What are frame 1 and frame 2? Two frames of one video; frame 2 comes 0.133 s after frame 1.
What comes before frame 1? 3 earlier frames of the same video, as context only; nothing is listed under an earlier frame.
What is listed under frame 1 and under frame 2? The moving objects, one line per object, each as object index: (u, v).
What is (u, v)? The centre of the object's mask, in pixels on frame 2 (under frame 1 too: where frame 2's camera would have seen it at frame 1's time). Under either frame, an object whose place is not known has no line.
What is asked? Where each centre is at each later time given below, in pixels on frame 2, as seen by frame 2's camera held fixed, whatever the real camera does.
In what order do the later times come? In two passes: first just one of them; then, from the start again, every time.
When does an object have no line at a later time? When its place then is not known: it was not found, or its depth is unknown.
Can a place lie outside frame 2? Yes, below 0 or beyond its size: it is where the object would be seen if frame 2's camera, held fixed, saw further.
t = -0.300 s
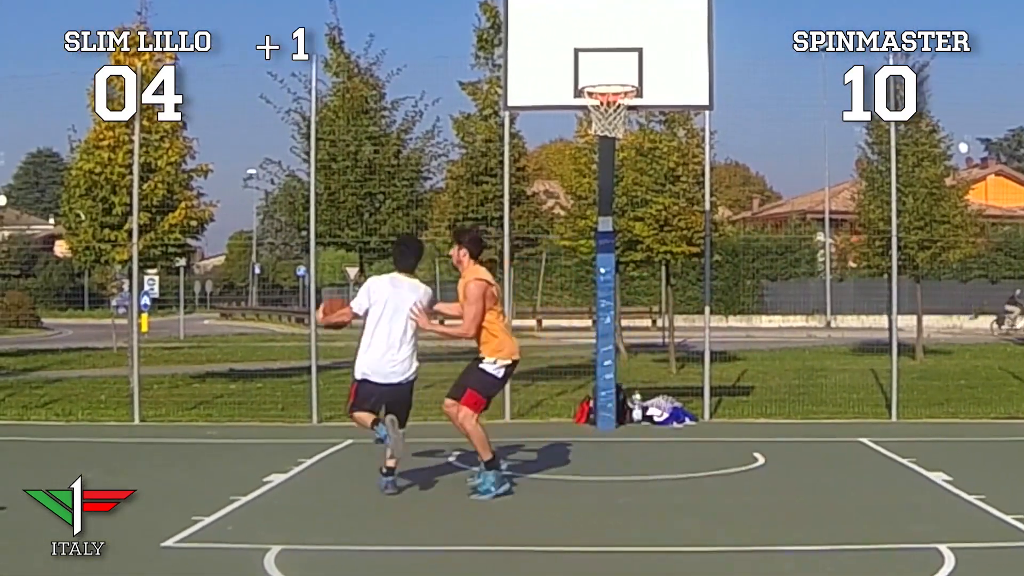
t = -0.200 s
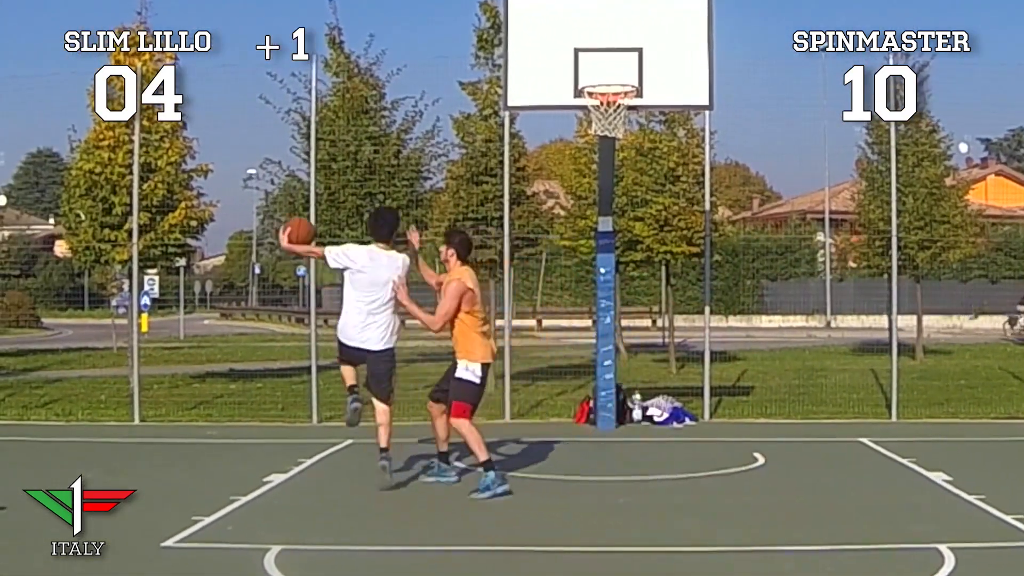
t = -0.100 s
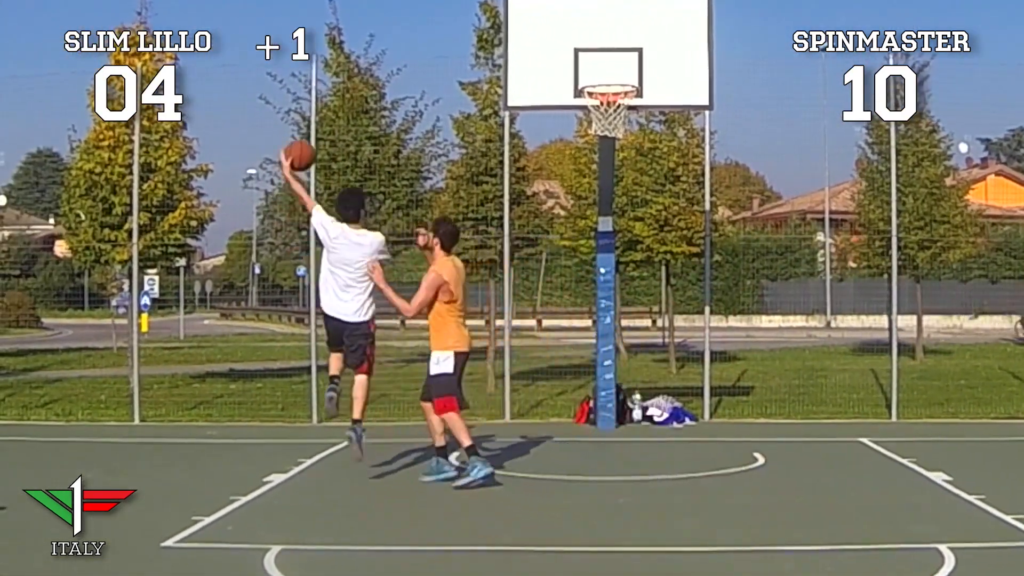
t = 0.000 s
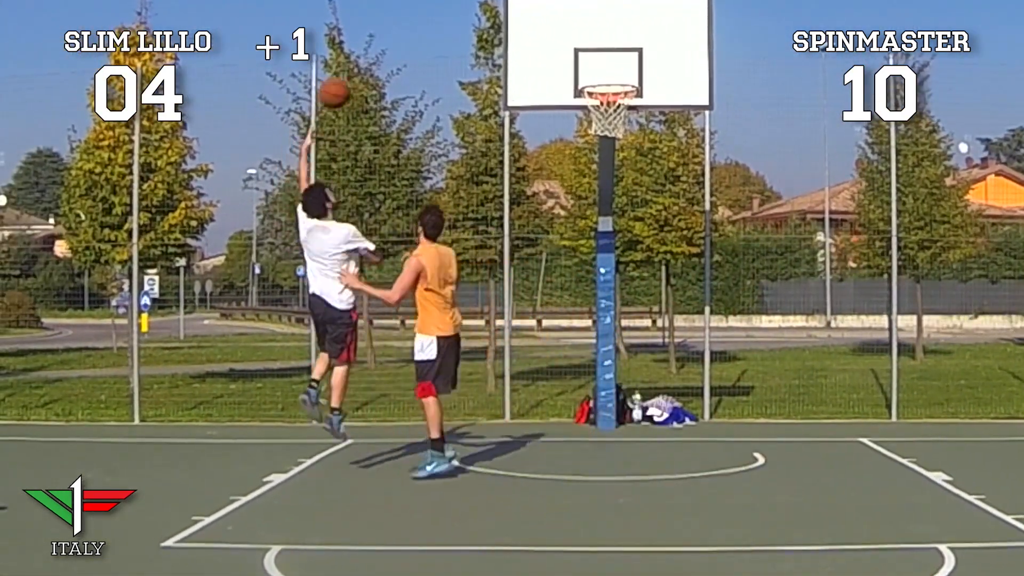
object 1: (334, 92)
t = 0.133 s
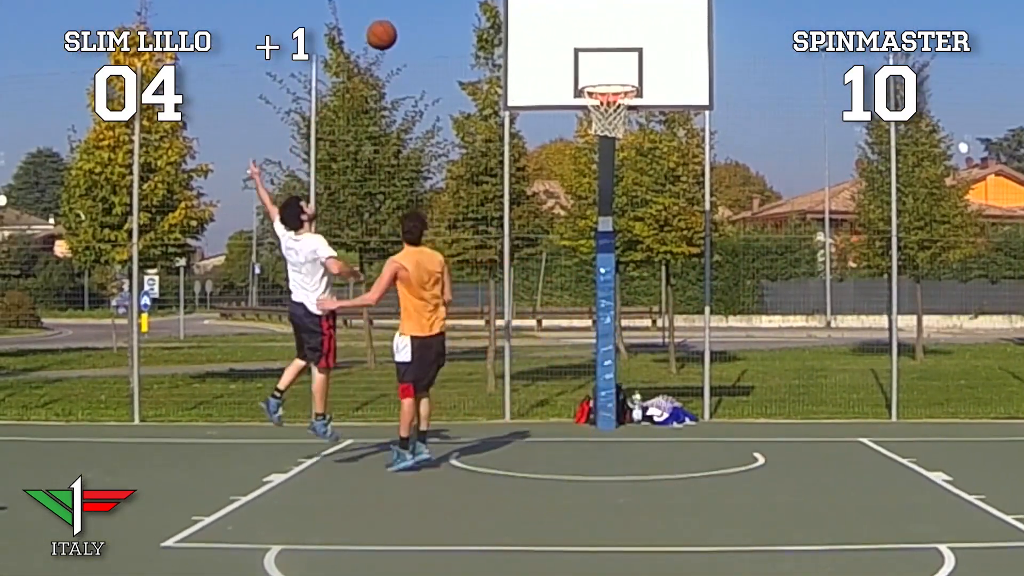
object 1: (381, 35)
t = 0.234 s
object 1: (415, 11)
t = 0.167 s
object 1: (393, 25)
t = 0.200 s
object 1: (404, 16)
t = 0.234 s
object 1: (415, 11)
